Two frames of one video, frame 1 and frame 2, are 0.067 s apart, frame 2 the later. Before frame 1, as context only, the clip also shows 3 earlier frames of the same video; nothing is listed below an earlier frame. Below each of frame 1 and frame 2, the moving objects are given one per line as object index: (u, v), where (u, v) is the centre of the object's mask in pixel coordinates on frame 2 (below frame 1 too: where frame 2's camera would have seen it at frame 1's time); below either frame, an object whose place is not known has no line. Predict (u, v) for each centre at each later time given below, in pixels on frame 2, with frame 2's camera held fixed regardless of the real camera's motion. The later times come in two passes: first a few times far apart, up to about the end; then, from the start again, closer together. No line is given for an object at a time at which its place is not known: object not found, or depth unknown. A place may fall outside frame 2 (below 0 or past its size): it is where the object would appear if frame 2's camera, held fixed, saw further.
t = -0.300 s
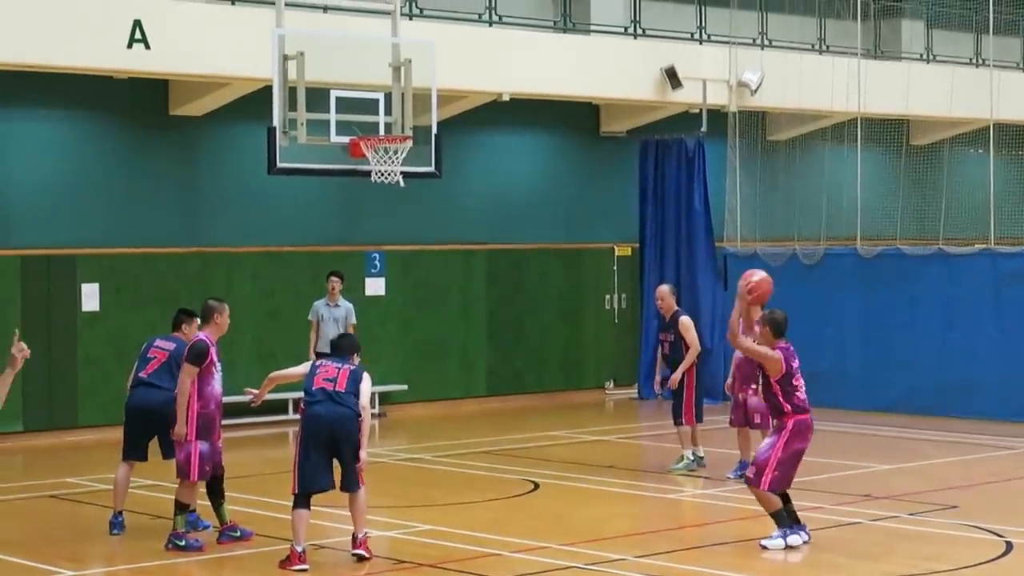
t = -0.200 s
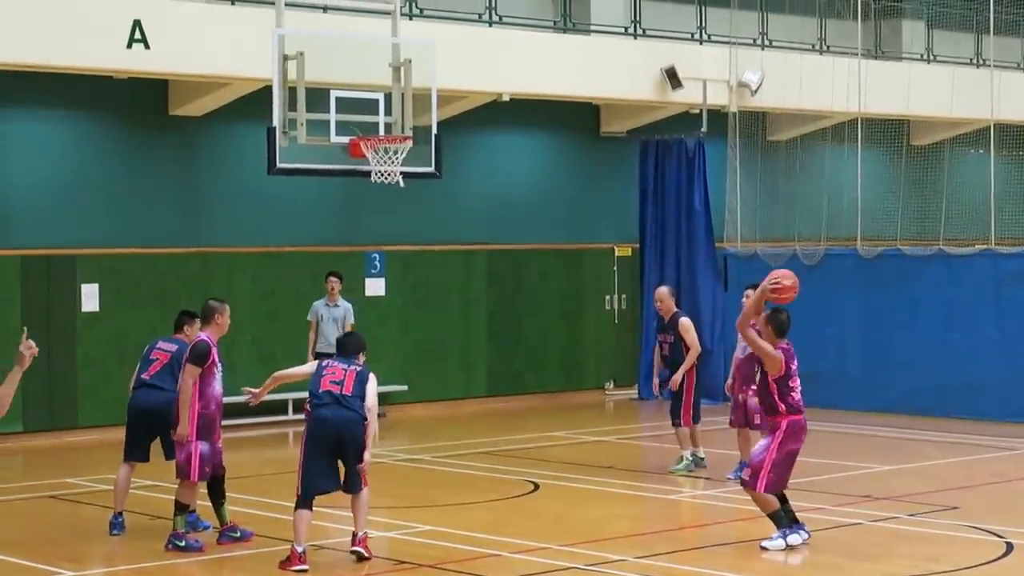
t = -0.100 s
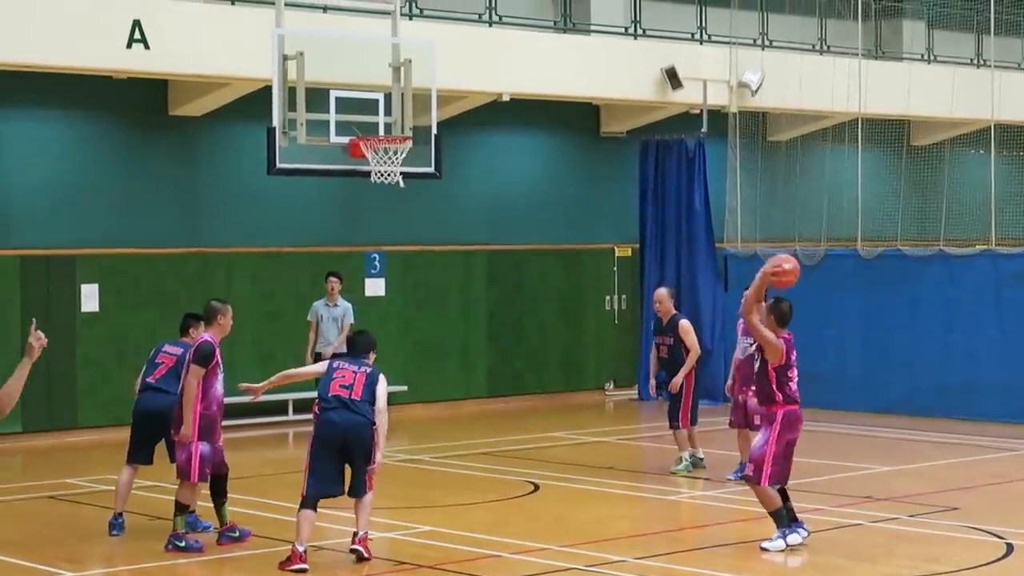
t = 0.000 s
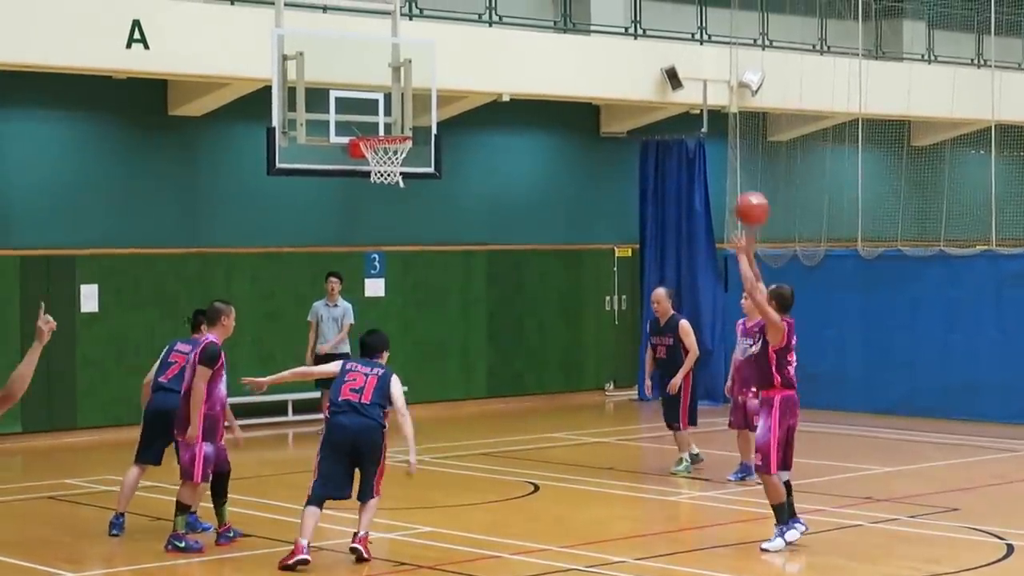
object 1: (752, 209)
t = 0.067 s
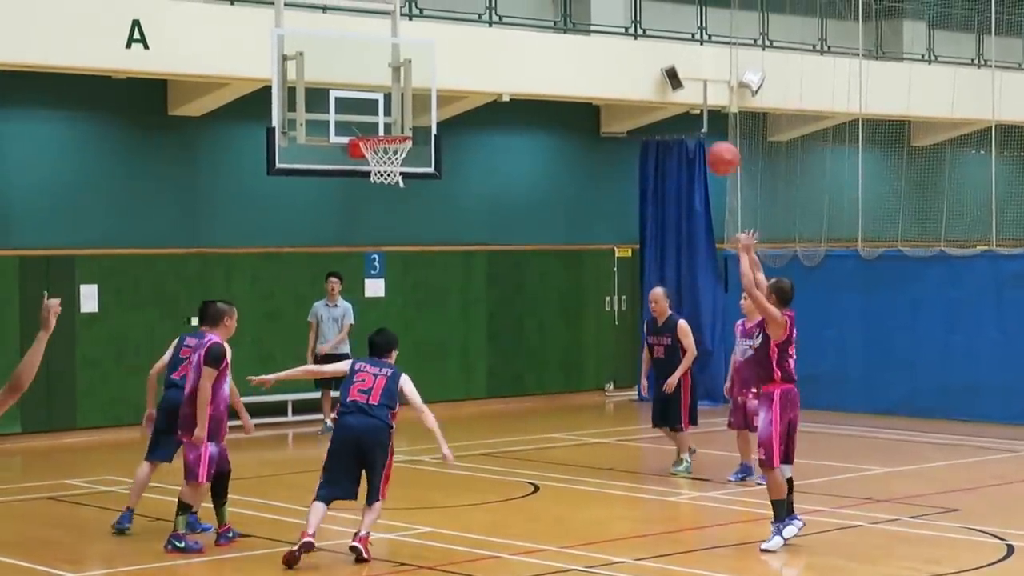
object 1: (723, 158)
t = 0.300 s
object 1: (626, 39)
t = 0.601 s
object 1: (518, 5)
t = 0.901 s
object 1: (421, 65)
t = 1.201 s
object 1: (381, 185)
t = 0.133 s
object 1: (694, 117)
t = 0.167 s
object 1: (680, 97)
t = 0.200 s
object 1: (667, 80)
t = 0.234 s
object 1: (653, 65)
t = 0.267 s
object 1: (639, 51)
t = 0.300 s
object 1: (626, 39)
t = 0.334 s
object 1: (613, 28)
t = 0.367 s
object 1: (601, 20)
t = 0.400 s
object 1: (589, 13)
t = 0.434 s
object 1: (576, 9)
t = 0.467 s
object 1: (564, 7)
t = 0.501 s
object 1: (552, 5)
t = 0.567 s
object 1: (529, 4)
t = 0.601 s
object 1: (518, 5)
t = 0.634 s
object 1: (507, 6)
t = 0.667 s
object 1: (496, 8)
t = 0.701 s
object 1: (484, 11)
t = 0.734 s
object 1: (474, 15)
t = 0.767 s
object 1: (463, 23)
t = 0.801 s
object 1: (452, 31)
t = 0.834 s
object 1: (441, 41)
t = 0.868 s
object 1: (431, 53)
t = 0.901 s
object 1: (421, 65)
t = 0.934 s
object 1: (411, 78)
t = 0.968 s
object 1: (402, 92)
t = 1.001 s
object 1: (392, 107)
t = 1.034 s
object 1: (383, 123)
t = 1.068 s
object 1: (374, 140)
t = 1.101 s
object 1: (370, 153)
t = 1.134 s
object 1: (375, 167)
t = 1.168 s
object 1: (377, 176)
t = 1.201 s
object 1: (381, 185)
